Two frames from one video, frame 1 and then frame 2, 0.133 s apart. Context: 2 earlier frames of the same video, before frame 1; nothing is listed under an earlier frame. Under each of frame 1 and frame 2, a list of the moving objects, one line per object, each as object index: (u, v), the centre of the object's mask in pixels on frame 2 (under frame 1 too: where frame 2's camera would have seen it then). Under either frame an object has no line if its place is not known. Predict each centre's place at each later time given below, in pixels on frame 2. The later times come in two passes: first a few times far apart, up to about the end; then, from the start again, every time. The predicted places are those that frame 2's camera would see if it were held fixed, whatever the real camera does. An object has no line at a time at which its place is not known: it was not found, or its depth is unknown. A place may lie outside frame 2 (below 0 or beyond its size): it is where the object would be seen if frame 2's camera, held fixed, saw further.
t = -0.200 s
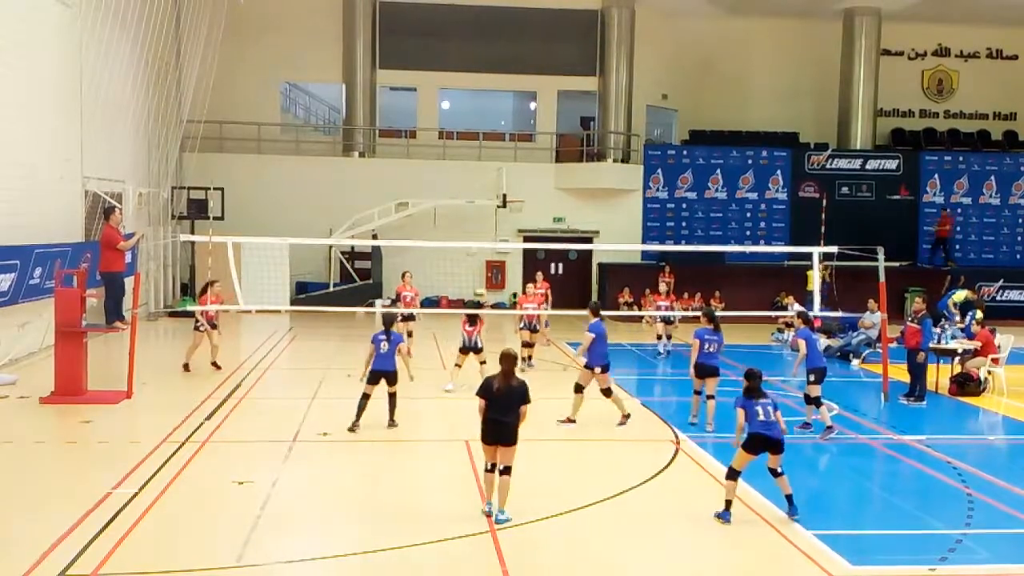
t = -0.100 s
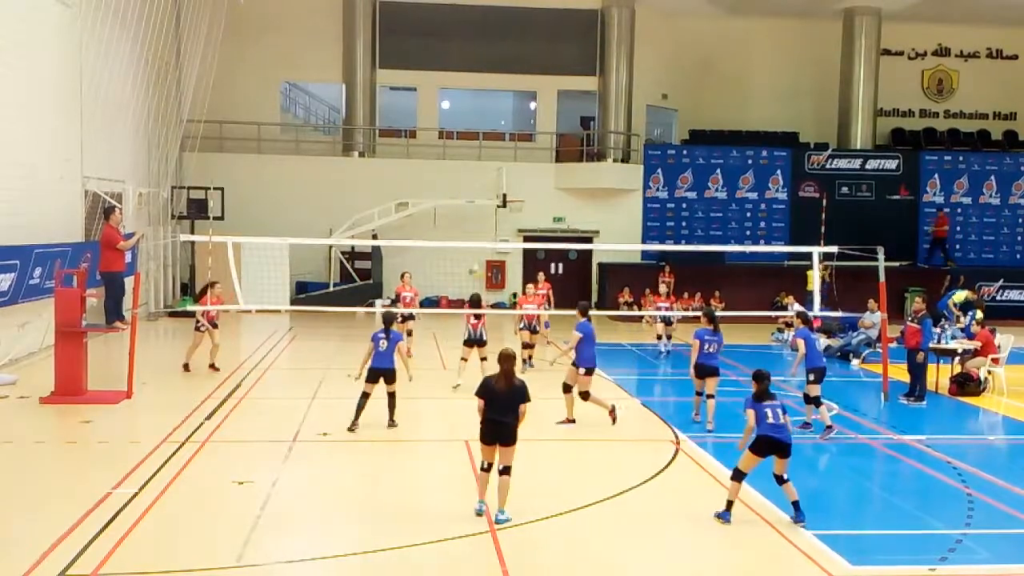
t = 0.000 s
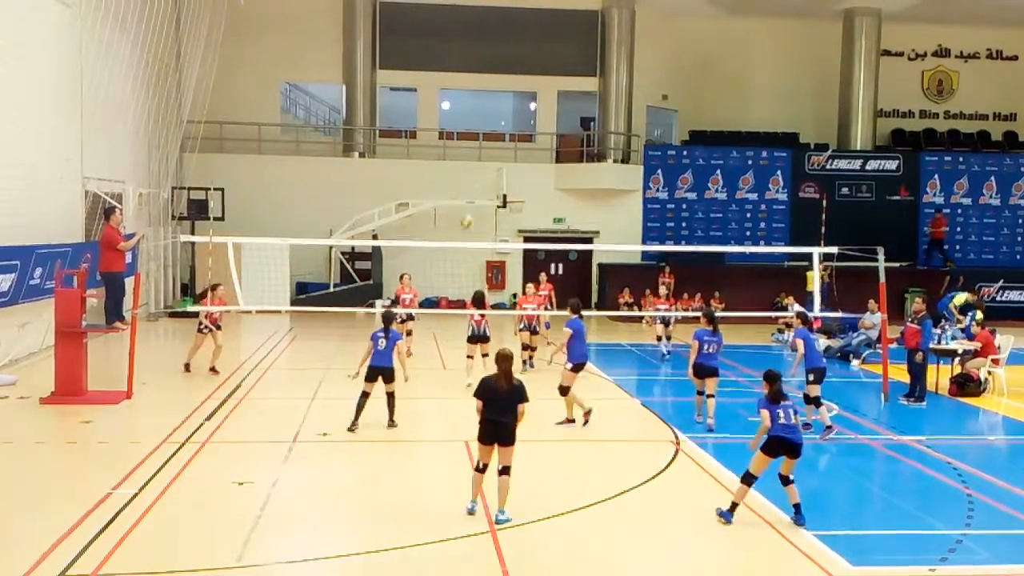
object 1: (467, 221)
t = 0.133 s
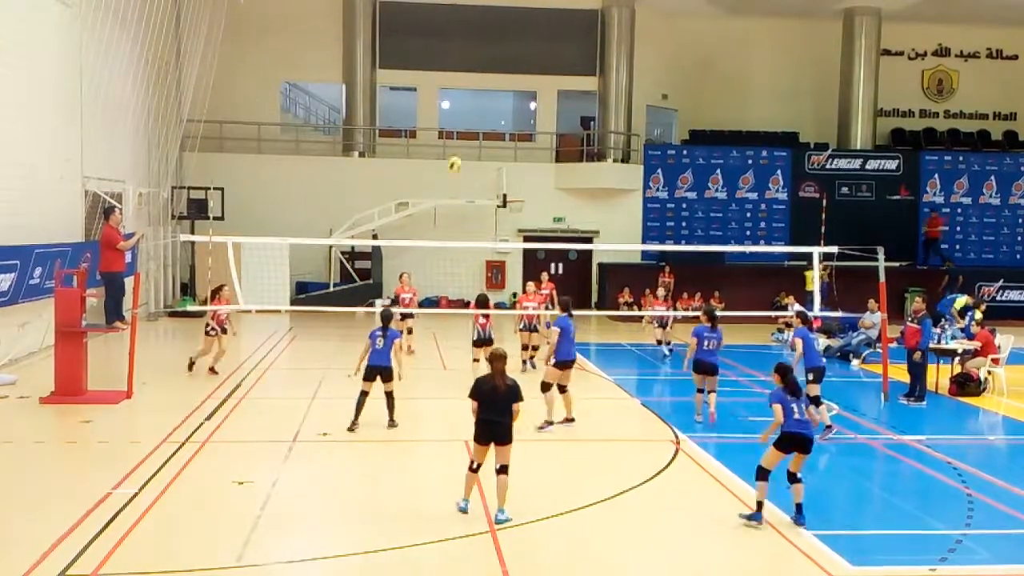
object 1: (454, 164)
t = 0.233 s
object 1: (445, 128)
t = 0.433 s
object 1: (426, 75)
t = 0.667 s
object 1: (402, 48)
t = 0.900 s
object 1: (379, 56)
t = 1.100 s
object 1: (359, 90)
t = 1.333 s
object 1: (336, 166)
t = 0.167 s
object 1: (452, 151)
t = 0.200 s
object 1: (448, 138)
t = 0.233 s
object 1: (445, 128)
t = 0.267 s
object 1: (441, 118)
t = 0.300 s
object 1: (439, 108)
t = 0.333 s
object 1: (435, 100)
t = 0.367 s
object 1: (432, 90)
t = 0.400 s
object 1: (429, 83)
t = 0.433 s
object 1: (426, 75)
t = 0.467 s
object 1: (422, 69)
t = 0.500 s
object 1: (419, 64)
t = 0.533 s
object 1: (416, 60)
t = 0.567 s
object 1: (413, 56)
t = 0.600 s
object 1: (409, 53)
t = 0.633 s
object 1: (406, 50)
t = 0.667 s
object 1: (402, 48)
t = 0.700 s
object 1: (399, 48)
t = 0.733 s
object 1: (396, 48)
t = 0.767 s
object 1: (393, 47)
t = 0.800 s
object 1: (389, 49)
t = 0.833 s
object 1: (386, 50)
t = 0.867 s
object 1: (382, 53)
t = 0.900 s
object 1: (379, 56)
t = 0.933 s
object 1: (376, 60)
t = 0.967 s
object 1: (373, 65)
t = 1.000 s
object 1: (369, 71)
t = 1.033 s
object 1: (366, 76)
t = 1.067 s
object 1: (363, 83)
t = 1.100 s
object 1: (359, 90)
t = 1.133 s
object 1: (355, 100)
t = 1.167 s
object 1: (352, 109)
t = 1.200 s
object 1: (349, 119)
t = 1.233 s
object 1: (346, 130)
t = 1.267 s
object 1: (343, 141)
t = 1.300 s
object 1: (339, 152)
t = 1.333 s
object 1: (336, 166)
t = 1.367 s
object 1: (332, 178)
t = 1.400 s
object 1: (329, 194)
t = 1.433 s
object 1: (326, 208)
